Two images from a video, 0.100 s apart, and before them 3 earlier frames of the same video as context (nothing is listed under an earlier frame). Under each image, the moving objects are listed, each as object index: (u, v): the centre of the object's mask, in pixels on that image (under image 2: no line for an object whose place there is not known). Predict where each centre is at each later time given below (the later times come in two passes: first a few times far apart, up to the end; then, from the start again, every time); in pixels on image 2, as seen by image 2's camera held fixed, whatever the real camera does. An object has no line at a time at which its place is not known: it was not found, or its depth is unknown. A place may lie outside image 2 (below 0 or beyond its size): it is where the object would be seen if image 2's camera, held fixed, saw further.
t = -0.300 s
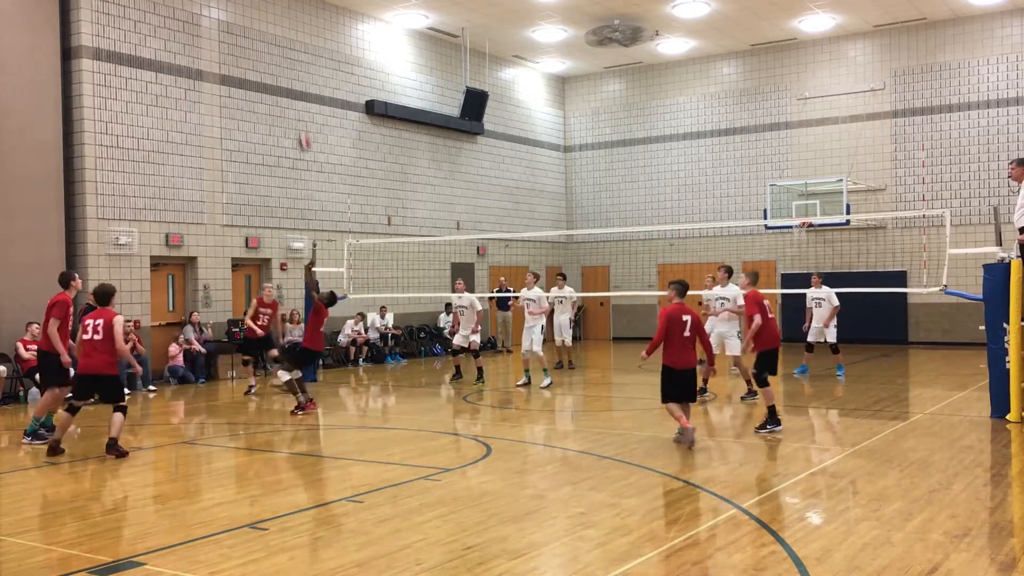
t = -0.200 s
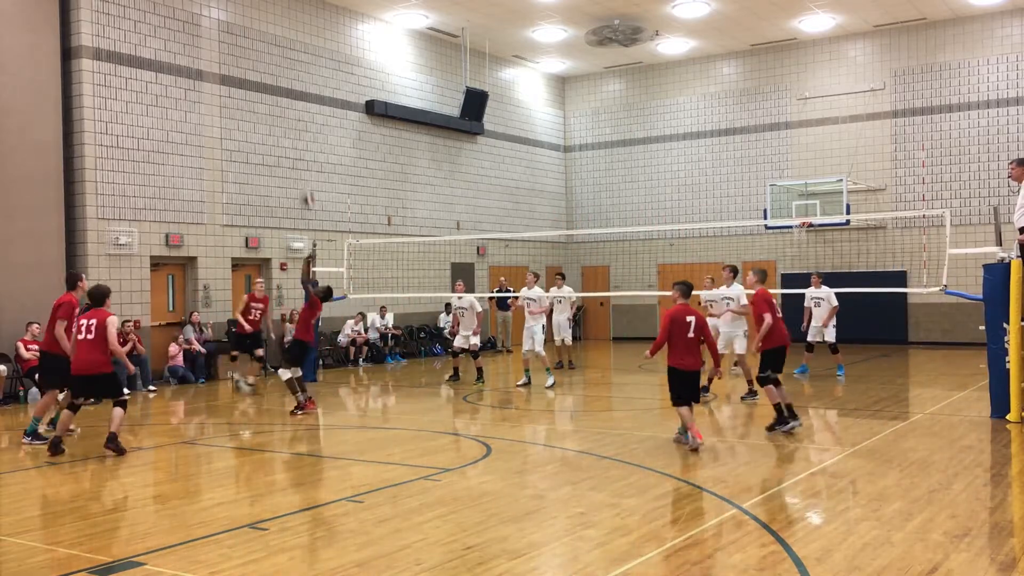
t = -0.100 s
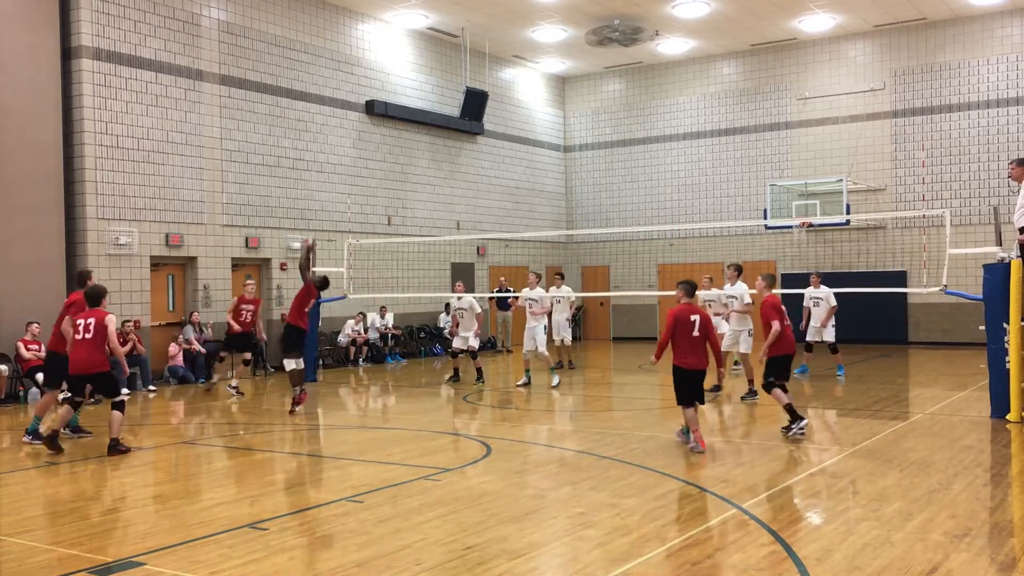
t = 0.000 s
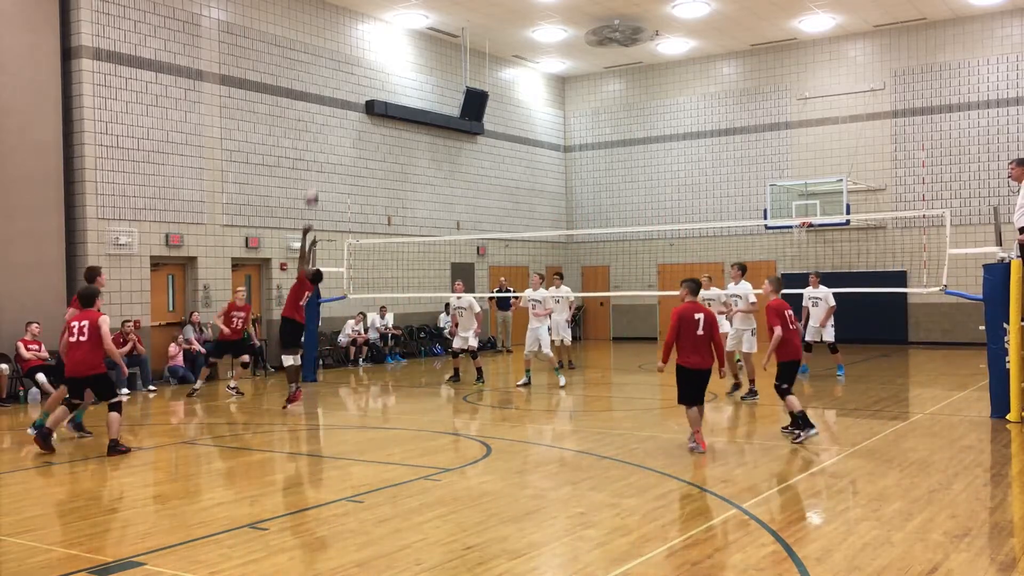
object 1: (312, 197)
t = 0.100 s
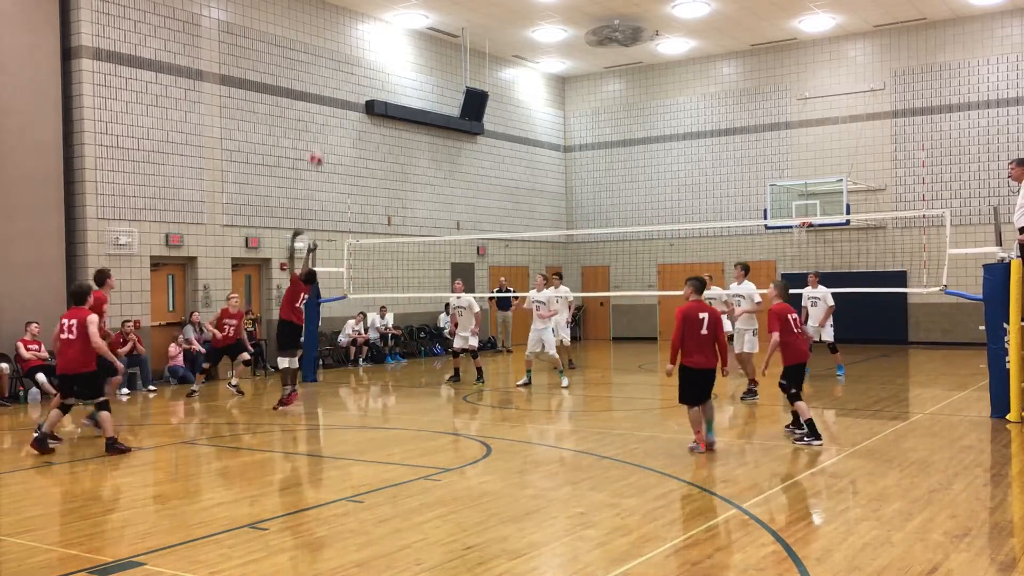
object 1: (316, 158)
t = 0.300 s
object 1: (324, 100)
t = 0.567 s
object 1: (335, 70)
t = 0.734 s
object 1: (342, 76)
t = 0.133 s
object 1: (318, 145)
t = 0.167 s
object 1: (319, 135)
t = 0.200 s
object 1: (321, 125)
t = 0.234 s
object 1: (321, 116)
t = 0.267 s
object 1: (322, 106)
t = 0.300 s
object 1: (324, 100)
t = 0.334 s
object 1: (326, 93)
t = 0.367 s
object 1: (327, 87)
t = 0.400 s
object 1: (328, 82)
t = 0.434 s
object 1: (330, 78)
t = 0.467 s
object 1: (331, 75)
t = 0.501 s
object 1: (332, 72)
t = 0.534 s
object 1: (333, 70)
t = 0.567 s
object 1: (335, 70)
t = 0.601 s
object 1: (337, 69)
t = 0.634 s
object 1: (338, 69)
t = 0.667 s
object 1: (339, 71)
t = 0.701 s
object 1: (341, 73)
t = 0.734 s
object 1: (342, 76)
